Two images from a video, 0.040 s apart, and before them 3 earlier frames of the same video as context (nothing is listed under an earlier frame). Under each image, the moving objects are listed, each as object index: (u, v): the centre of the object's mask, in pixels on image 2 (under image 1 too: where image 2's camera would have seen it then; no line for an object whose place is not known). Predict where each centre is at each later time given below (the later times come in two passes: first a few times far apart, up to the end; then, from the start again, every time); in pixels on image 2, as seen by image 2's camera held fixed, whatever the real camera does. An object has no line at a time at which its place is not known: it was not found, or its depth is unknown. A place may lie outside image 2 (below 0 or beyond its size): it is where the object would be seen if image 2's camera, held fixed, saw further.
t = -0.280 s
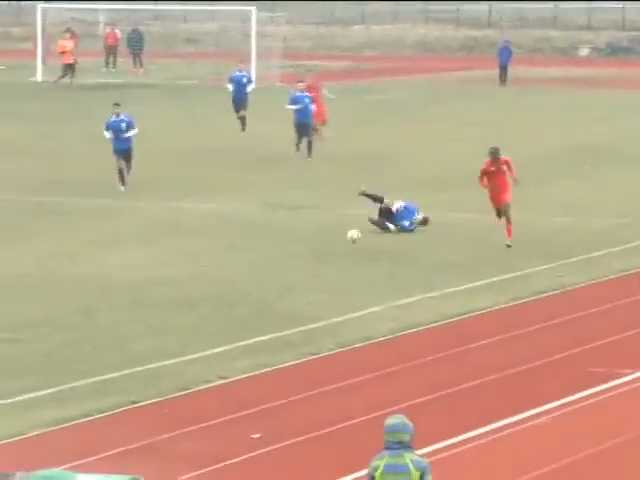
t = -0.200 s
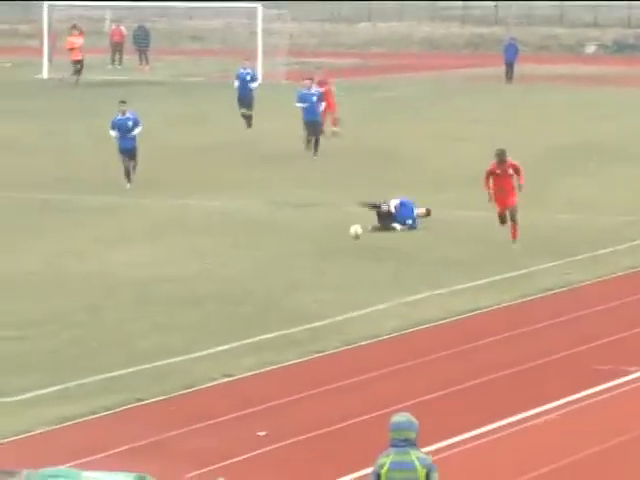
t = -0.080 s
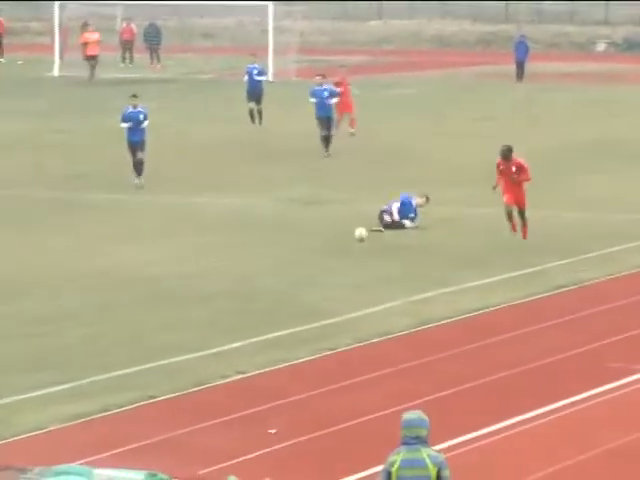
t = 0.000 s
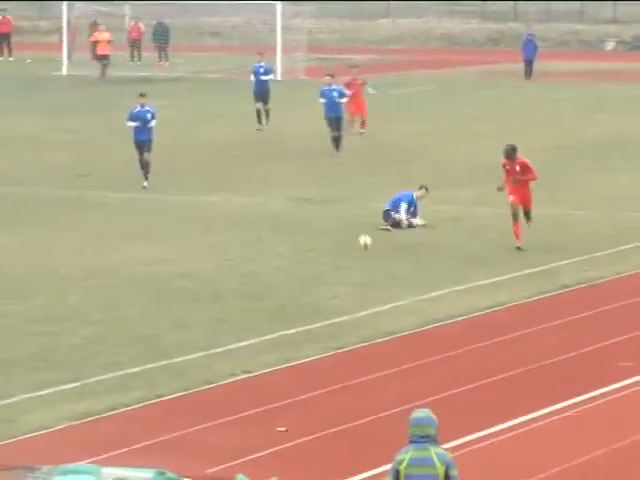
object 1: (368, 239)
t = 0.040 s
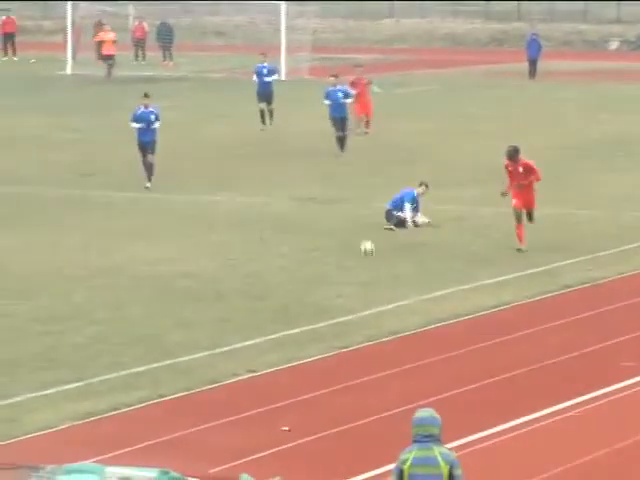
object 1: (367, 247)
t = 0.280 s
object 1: (356, 241)
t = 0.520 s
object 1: (345, 264)
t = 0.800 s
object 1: (335, 272)
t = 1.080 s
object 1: (324, 283)
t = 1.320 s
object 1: (317, 289)
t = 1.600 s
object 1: (309, 299)
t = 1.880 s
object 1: (302, 308)
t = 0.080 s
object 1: (365, 248)
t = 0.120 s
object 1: (364, 246)
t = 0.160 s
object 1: (361, 243)
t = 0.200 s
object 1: (360, 240)
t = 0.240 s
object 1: (358, 240)
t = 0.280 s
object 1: (356, 241)
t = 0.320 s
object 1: (354, 243)
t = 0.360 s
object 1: (352, 245)
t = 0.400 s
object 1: (349, 248)
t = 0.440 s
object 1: (348, 253)
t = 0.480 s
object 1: (346, 259)
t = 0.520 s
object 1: (345, 264)
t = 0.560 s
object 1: (343, 264)
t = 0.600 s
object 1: (342, 264)
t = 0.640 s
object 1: (340, 266)
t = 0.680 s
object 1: (339, 269)
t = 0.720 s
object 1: (337, 271)
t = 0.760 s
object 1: (336, 271)
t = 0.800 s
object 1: (335, 272)
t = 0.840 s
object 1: (333, 274)
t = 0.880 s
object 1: (331, 276)
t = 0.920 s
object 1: (330, 277)
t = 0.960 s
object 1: (329, 278)
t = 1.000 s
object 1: (326, 279)
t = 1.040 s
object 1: (325, 281)
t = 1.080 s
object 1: (324, 283)
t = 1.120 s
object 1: (322, 283)
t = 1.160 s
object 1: (321, 284)
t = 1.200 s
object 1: (320, 286)
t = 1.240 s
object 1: (319, 287)
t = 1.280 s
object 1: (317, 287)
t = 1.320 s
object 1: (317, 289)
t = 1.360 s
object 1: (316, 291)
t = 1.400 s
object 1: (315, 292)
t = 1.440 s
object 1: (313, 293)
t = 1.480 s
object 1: (312, 295)
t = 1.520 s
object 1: (311, 297)
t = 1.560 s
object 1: (311, 298)
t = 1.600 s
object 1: (309, 299)
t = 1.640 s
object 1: (308, 301)
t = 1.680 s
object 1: (307, 302)
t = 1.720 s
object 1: (307, 302)
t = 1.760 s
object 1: (306, 304)
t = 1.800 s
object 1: (304, 305)
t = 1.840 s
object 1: (303, 307)
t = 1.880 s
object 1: (302, 308)
